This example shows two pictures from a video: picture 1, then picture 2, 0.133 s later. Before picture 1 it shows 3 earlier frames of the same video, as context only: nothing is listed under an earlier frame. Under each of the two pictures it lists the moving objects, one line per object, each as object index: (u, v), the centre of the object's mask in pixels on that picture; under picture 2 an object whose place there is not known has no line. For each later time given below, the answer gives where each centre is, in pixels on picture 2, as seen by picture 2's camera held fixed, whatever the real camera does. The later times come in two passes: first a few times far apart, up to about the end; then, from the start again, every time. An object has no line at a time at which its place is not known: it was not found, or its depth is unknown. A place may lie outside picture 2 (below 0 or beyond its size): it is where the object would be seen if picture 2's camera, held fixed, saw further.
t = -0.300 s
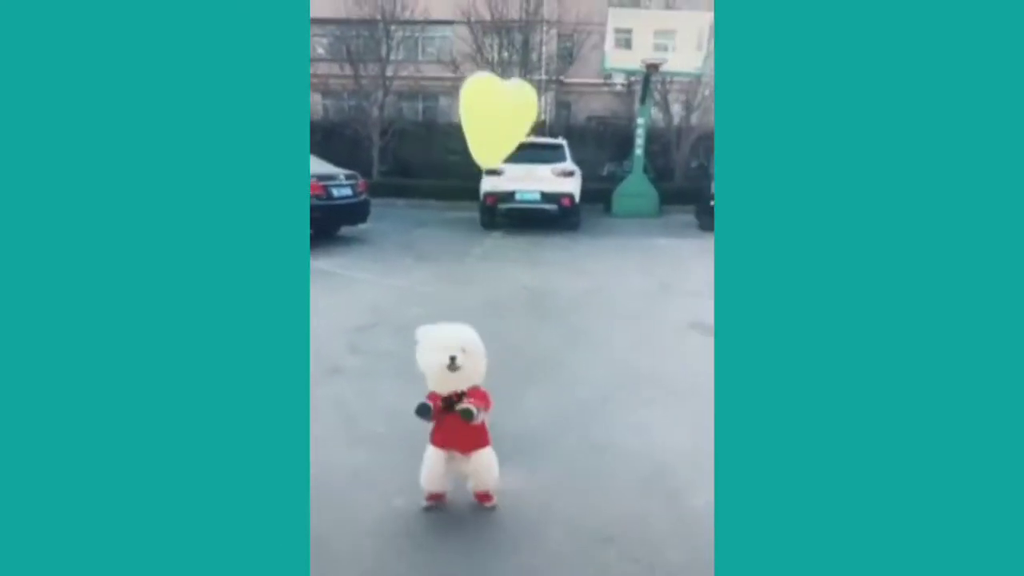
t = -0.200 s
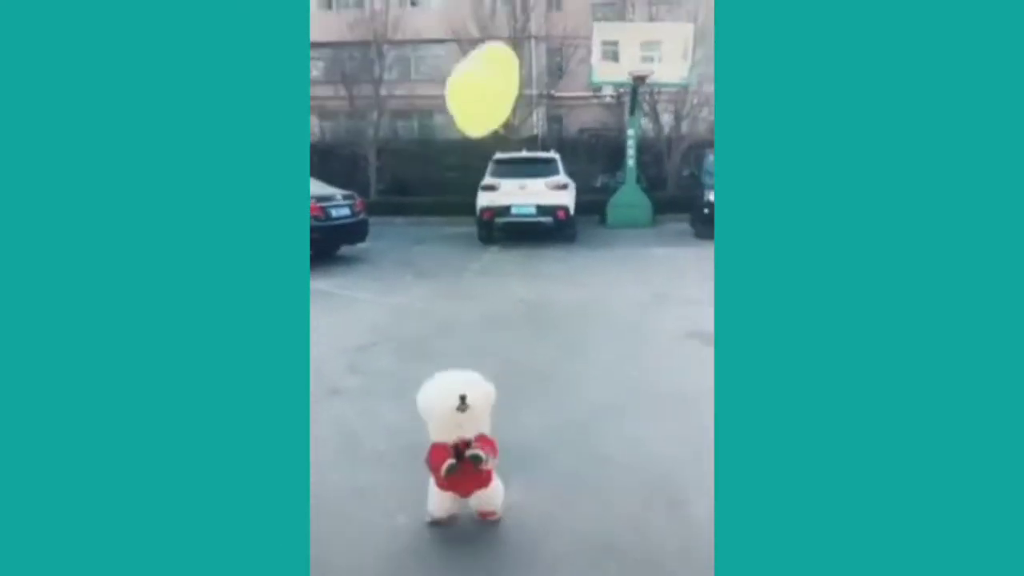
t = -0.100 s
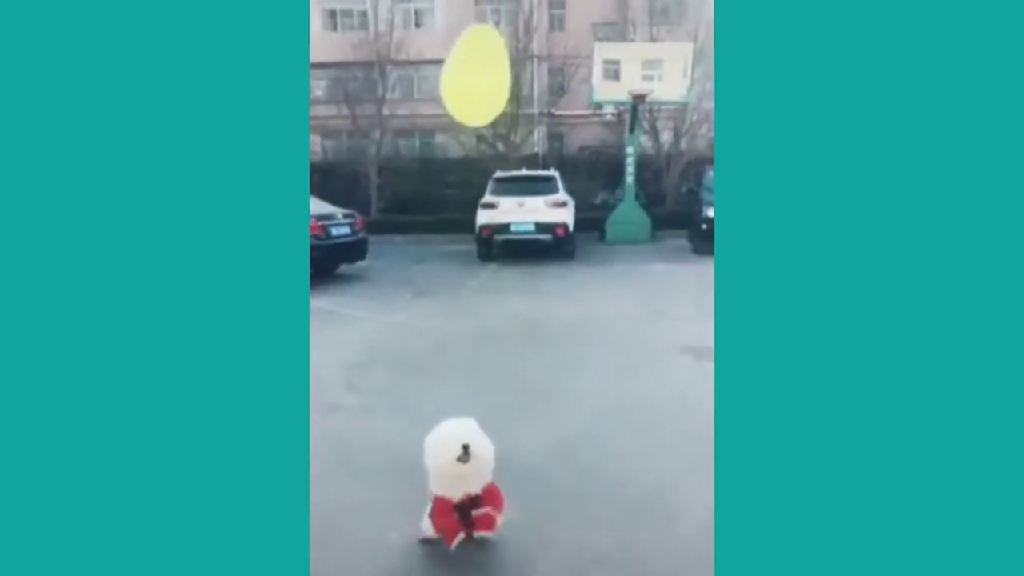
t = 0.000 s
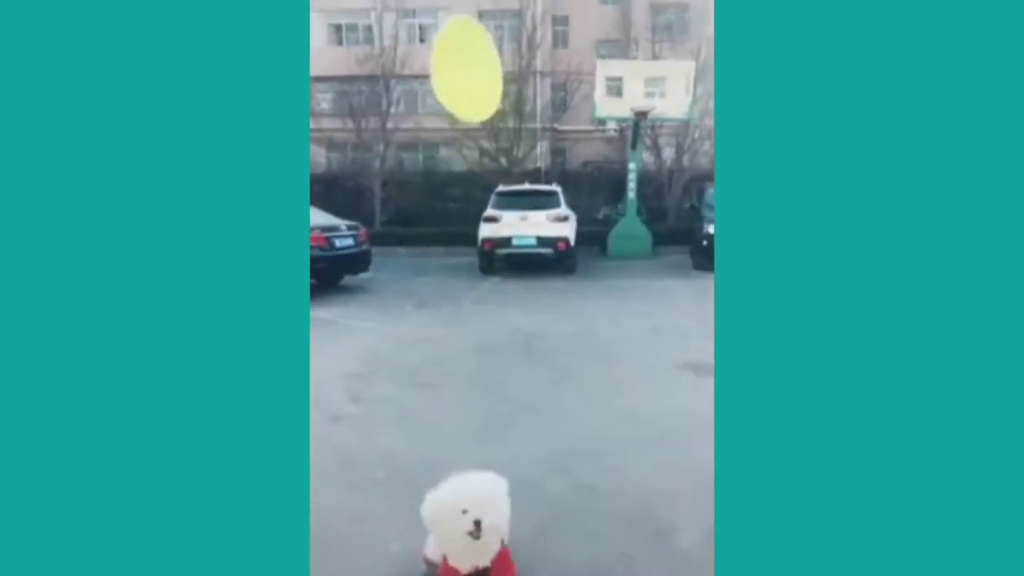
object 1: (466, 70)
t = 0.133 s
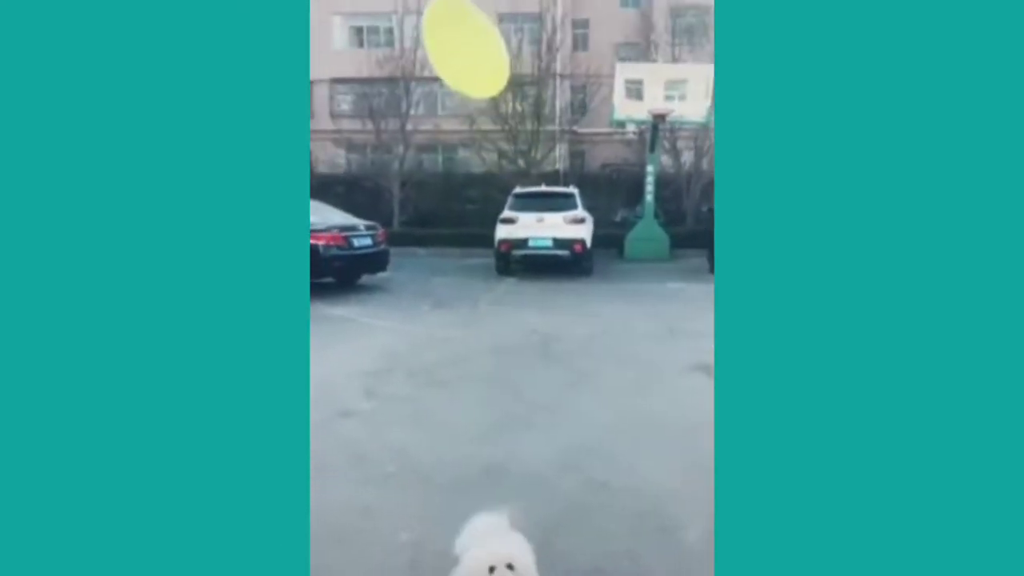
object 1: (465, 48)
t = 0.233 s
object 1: (451, 44)
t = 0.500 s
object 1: (415, 52)
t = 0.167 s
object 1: (460, 45)
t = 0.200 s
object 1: (455, 44)
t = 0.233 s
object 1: (451, 44)
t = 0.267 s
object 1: (447, 44)
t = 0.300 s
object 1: (444, 45)
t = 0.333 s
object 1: (439, 46)
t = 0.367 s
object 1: (434, 47)
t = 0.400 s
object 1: (429, 48)
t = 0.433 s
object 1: (424, 48)
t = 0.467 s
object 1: (420, 49)
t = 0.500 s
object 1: (415, 52)
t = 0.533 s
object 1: (411, 55)
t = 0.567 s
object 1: (405, 58)
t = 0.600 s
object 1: (400, 61)
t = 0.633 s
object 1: (397, 63)
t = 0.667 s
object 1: (394, 66)
